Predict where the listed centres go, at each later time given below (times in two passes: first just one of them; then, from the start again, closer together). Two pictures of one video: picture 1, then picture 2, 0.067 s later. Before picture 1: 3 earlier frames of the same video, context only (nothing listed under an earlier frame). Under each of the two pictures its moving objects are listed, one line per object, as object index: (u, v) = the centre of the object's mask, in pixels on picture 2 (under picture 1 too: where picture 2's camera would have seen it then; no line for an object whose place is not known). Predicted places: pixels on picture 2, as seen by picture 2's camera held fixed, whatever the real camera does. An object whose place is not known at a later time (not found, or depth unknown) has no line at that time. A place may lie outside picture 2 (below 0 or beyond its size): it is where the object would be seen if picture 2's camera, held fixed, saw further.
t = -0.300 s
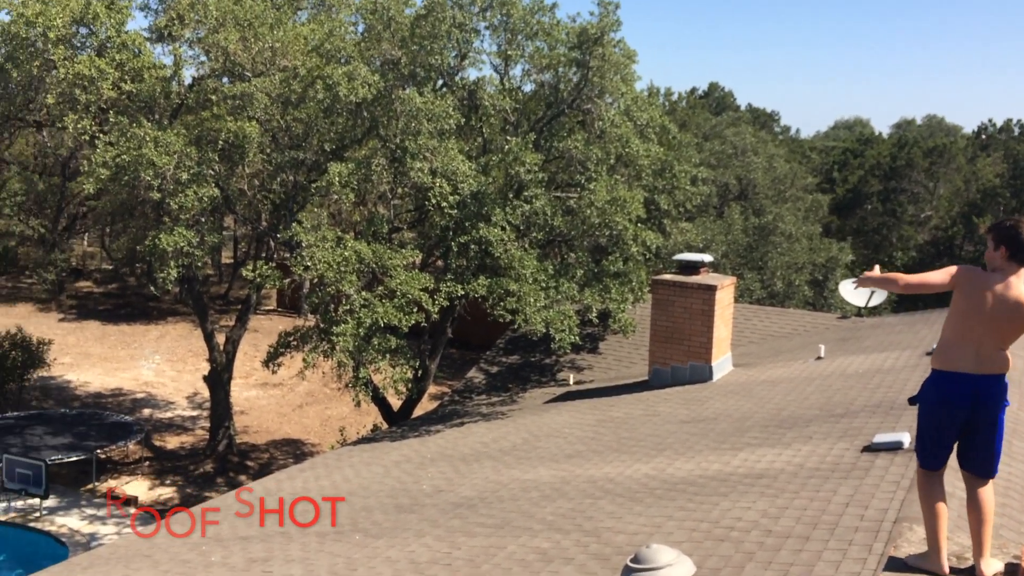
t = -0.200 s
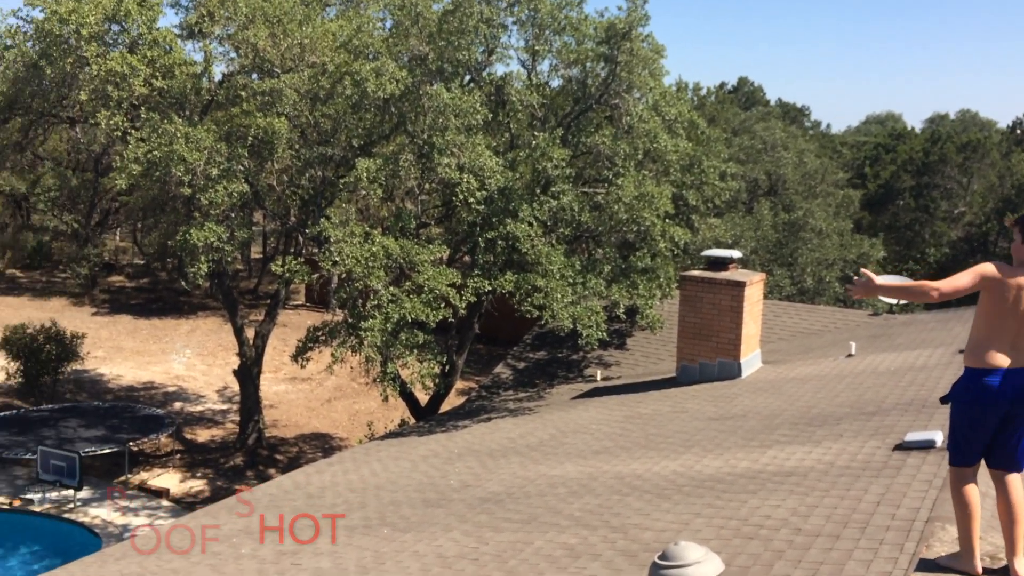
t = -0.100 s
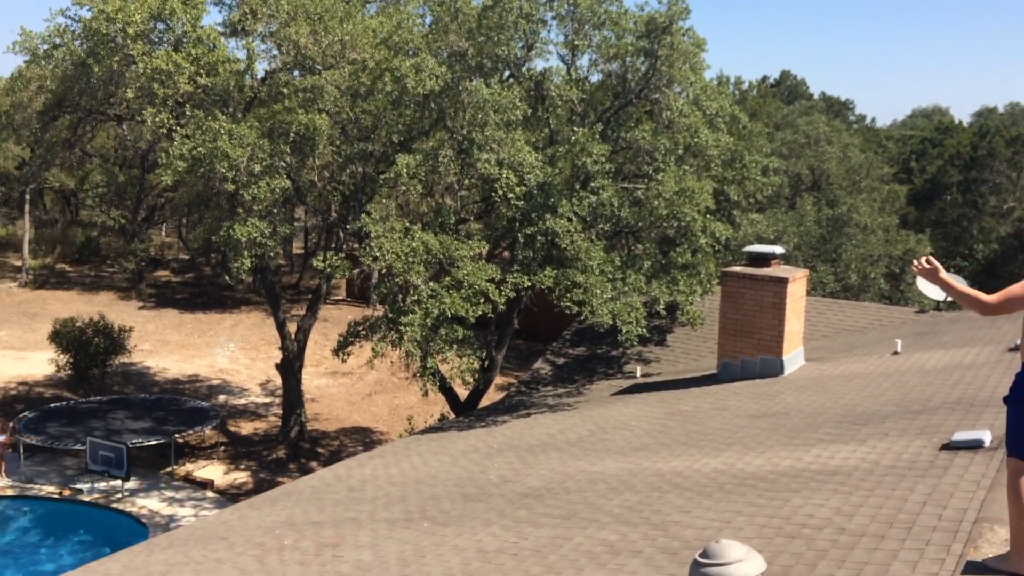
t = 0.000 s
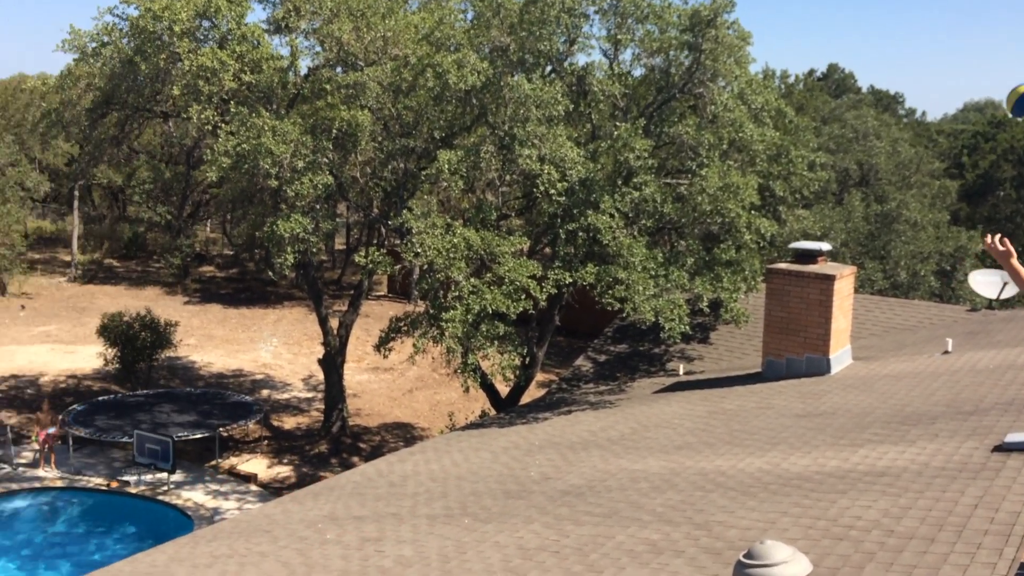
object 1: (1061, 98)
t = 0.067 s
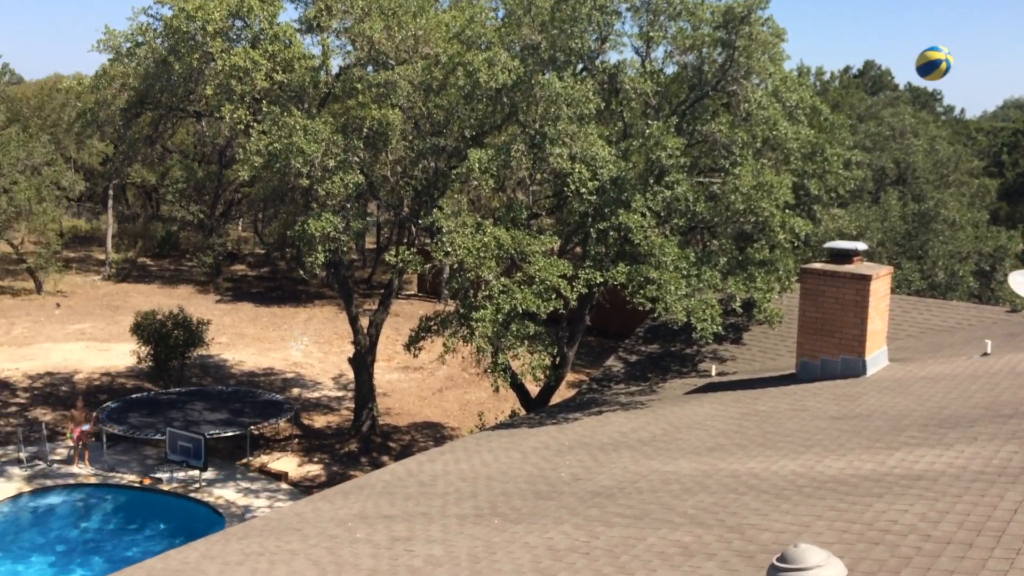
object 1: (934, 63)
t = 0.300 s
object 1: (629, 33)
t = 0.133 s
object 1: (825, 43)
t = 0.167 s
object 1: (779, 37)
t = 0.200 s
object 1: (736, 34)
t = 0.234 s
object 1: (699, 32)
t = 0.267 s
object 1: (662, 32)
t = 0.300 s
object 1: (629, 33)
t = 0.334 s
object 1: (599, 36)
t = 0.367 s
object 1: (572, 40)
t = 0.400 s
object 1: (547, 44)
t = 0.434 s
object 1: (524, 51)
